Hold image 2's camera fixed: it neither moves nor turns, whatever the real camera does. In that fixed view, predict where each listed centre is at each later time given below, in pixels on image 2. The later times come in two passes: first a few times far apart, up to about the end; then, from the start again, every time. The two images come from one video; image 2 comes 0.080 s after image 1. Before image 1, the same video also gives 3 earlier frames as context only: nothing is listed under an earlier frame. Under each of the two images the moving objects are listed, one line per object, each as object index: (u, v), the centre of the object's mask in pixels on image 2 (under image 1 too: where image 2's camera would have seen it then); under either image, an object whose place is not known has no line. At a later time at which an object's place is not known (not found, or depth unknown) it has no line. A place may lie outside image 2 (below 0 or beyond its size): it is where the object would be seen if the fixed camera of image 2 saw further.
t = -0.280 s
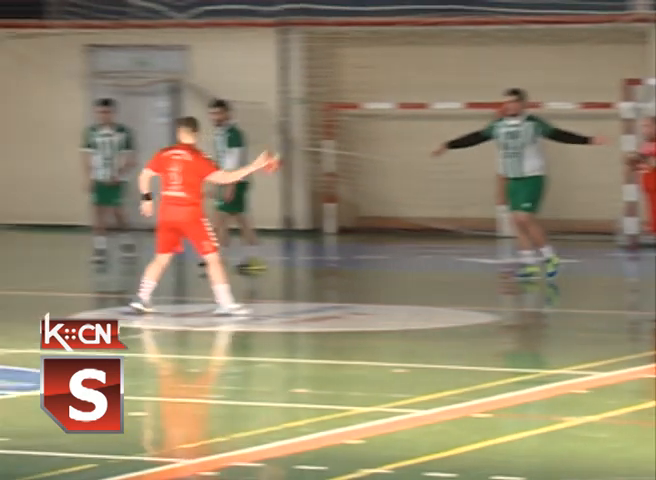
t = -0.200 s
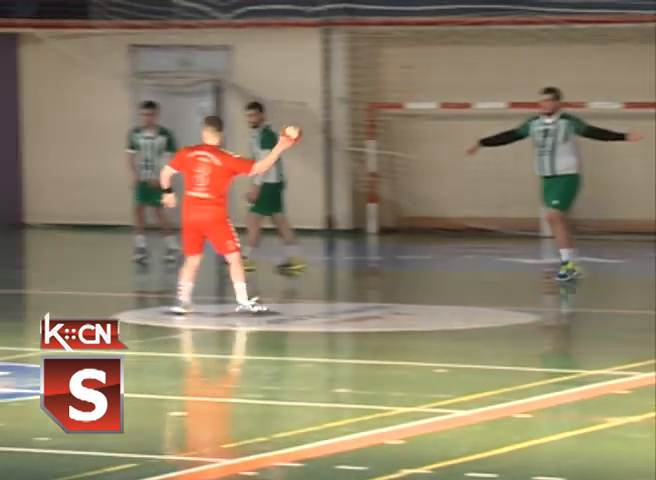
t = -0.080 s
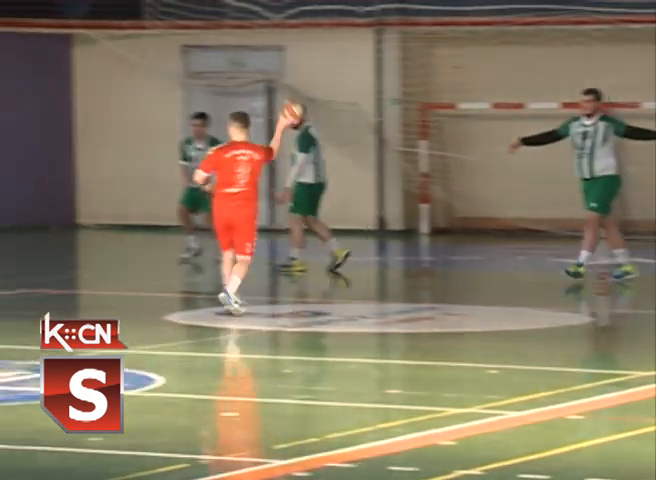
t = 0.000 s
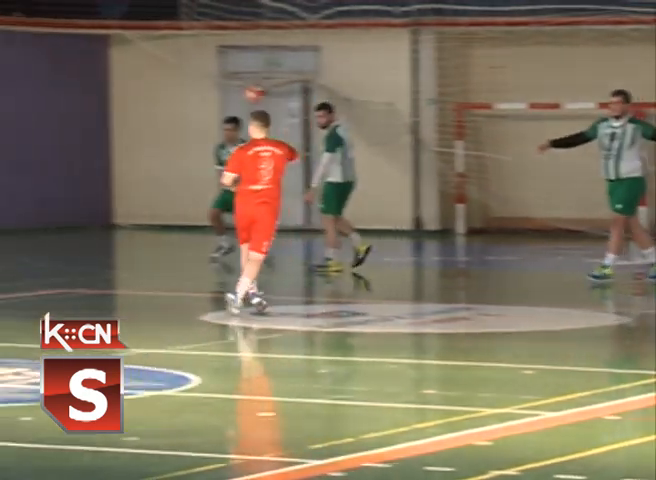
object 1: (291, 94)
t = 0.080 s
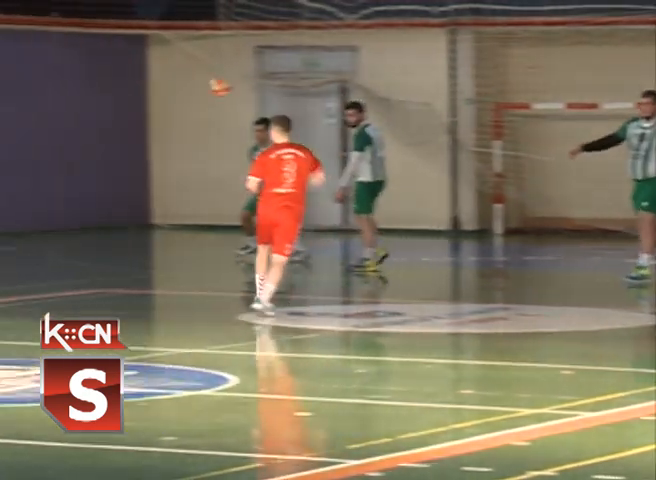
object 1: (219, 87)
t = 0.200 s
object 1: (119, 86)
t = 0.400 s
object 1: (-38, 112)
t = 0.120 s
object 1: (185, 85)
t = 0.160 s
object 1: (151, 84)
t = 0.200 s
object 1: (119, 86)
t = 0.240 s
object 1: (86, 89)
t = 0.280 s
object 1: (54, 93)
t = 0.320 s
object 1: (23, 98)
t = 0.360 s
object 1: (-8, 104)
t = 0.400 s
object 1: (-38, 112)
